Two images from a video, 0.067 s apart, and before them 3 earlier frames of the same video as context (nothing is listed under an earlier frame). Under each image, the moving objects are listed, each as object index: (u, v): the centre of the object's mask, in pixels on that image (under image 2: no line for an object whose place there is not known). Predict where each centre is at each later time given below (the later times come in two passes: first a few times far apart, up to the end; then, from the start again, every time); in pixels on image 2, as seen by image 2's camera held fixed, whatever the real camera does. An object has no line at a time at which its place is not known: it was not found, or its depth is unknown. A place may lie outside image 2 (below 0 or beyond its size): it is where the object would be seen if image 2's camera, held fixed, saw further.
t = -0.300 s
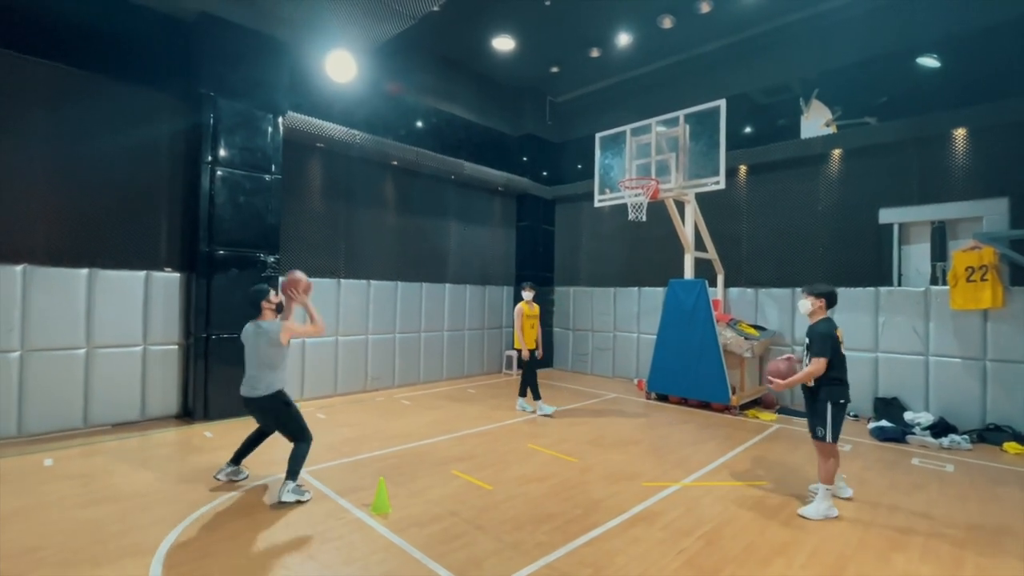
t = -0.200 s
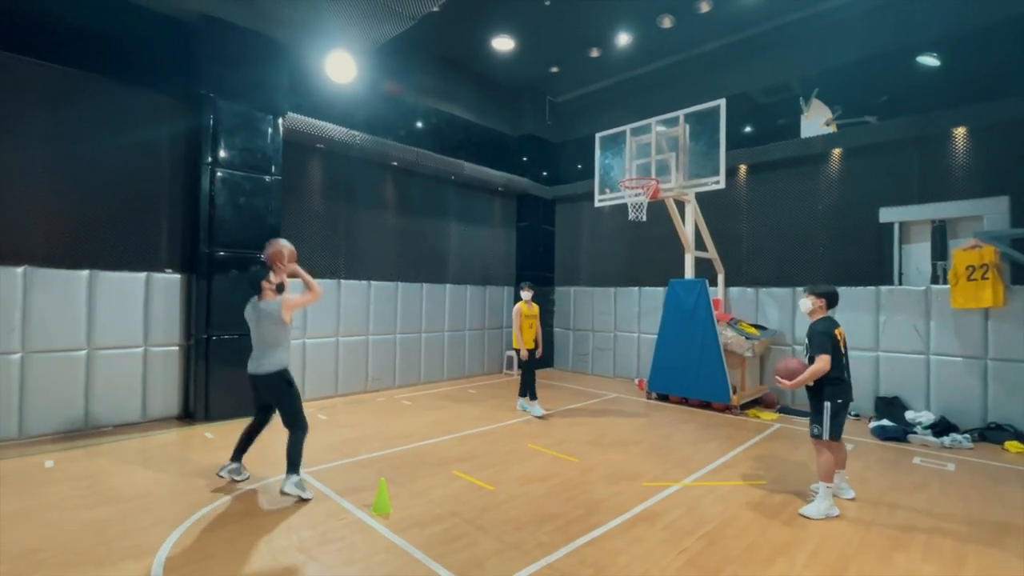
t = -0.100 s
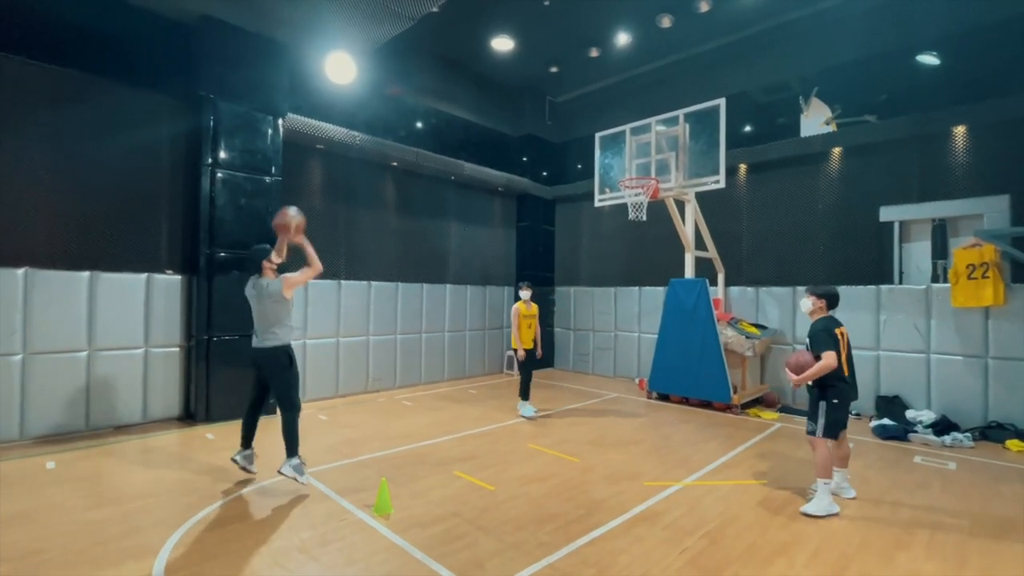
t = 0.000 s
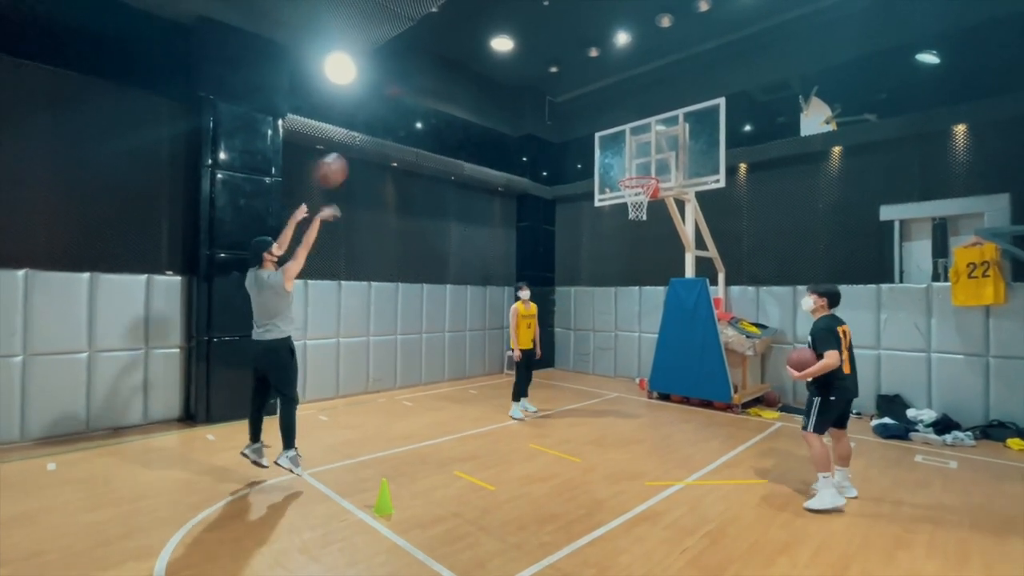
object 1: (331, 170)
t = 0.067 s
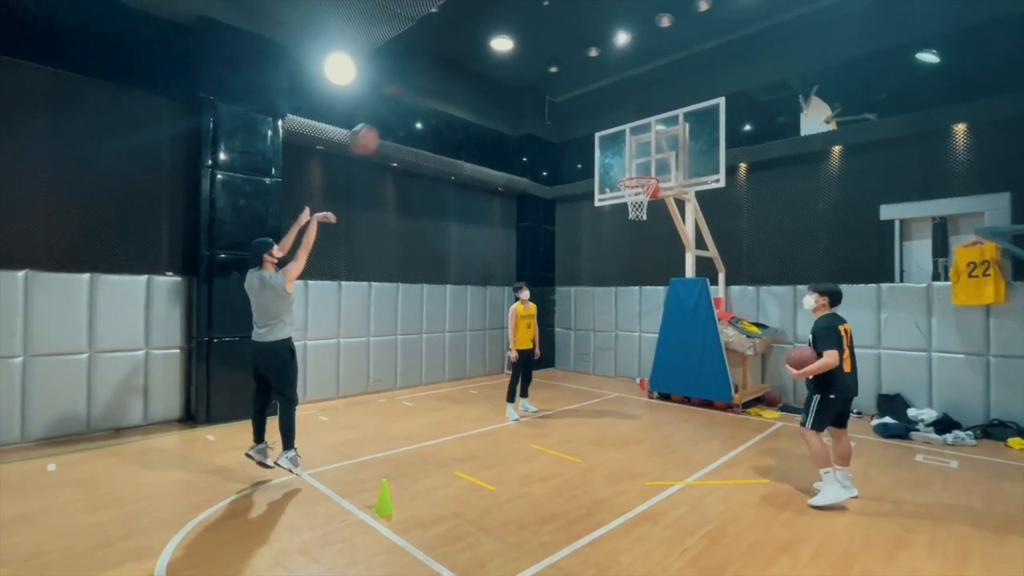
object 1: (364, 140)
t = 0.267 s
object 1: (448, 84)
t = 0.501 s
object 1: (528, 75)
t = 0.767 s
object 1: (602, 120)
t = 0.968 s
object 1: (645, 186)
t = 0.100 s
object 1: (380, 126)
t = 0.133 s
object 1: (394, 115)
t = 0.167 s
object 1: (408, 105)
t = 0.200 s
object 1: (421, 97)
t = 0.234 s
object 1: (435, 90)
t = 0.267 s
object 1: (448, 84)
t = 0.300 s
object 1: (460, 79)
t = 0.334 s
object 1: (472, 76)
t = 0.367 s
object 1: (484, 74)
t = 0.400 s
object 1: (496, 73)
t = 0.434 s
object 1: (507, 73)
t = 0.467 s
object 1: (518, 73)
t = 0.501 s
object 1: (528, 75)
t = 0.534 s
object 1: (539, 78)
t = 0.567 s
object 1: (548, 82)
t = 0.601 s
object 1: (558, 86)
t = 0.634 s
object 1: (567, 92)
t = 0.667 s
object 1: (576, 98)
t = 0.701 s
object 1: (585, 105)
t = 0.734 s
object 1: (594, 112)
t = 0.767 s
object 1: (602, 120)
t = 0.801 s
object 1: (610, 129)
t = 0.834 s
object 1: (619, 141)
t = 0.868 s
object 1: (626, 150)
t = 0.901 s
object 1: (634, 162)
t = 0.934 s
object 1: (642, 170)
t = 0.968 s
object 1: (645, 186)
